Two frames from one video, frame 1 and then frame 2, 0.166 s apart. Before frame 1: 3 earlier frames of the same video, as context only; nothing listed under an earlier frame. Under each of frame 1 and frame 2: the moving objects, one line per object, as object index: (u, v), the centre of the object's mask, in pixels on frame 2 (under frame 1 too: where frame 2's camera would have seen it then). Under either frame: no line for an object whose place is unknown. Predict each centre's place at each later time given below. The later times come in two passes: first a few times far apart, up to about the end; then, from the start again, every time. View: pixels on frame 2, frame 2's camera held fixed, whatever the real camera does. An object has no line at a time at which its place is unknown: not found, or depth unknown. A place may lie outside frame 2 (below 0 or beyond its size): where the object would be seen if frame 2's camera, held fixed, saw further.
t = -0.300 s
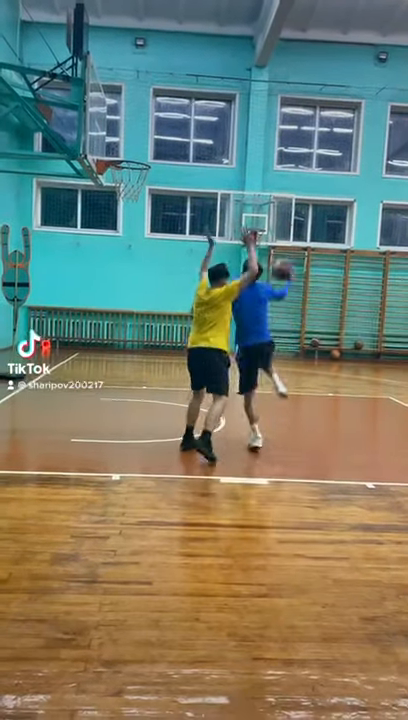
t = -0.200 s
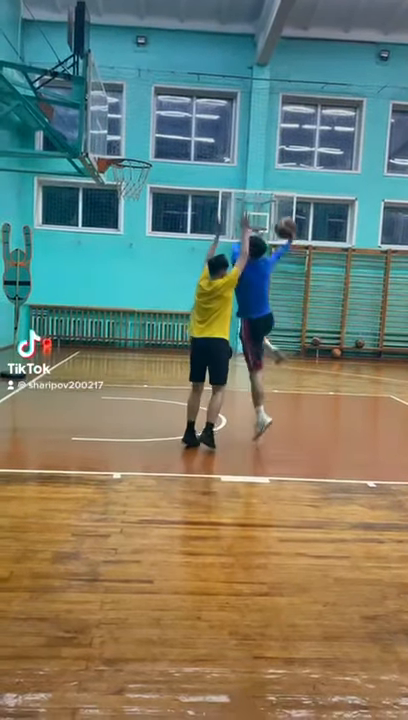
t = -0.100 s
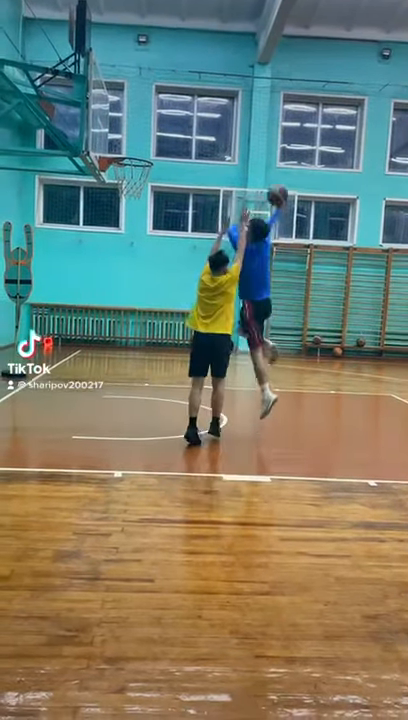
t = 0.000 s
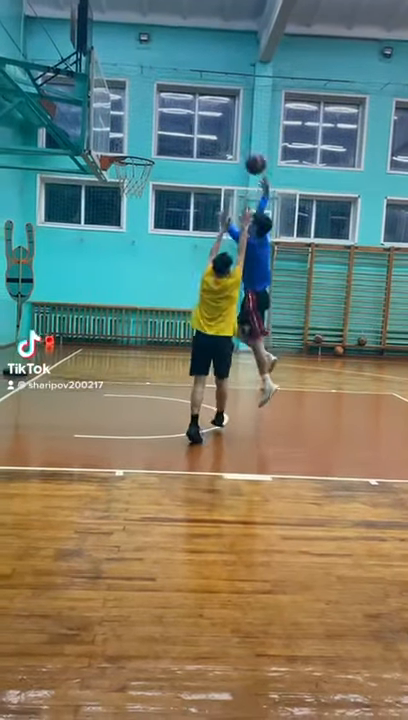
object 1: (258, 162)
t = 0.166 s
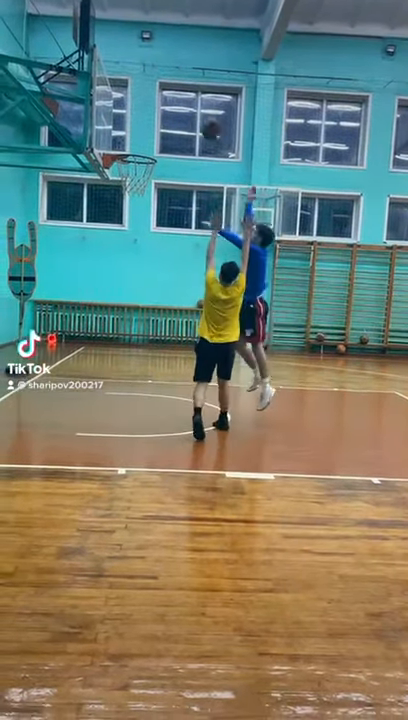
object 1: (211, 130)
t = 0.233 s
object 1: (191, 122)
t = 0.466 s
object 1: (128, 132)
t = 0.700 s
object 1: (146, 174)
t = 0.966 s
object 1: (150, 180)
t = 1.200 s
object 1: (129, 196)
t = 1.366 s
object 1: (112, 230)
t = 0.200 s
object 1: (201, 125)
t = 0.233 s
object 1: (191, 122)
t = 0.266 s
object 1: (181, 122)
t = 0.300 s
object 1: (172, 120)
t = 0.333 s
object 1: (163, 120)
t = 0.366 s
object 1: (154, 122)
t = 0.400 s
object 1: (145, 124)
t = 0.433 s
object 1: (136, 127)
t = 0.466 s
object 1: (128, 132)
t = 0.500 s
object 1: (118, 137)
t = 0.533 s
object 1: (116, 142)
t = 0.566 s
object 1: (121, 147)
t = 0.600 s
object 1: (128, 154)
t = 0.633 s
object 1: (135, 160)
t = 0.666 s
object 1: (141, 167)
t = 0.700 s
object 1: (146, 174)
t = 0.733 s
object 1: (150, 177)
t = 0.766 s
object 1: (151, 177)
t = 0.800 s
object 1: (153, 177)
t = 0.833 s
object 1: (153, 177)
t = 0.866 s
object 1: (153, 177)
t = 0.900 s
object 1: (153, 178)
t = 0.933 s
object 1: (152, 179)
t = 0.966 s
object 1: (150, 180)
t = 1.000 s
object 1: (148, 182)
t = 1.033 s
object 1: (145, 183)
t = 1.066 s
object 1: (142, 185)
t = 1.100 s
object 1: (138, 186)
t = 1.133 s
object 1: (136, 189)
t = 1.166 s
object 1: (132, 192)
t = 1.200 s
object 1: (129, 196)
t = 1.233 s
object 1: (126, 201)
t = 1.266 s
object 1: (123, 206)
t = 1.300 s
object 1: (120, 213)
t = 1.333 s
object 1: (116, 222)
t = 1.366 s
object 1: (112, 230)
